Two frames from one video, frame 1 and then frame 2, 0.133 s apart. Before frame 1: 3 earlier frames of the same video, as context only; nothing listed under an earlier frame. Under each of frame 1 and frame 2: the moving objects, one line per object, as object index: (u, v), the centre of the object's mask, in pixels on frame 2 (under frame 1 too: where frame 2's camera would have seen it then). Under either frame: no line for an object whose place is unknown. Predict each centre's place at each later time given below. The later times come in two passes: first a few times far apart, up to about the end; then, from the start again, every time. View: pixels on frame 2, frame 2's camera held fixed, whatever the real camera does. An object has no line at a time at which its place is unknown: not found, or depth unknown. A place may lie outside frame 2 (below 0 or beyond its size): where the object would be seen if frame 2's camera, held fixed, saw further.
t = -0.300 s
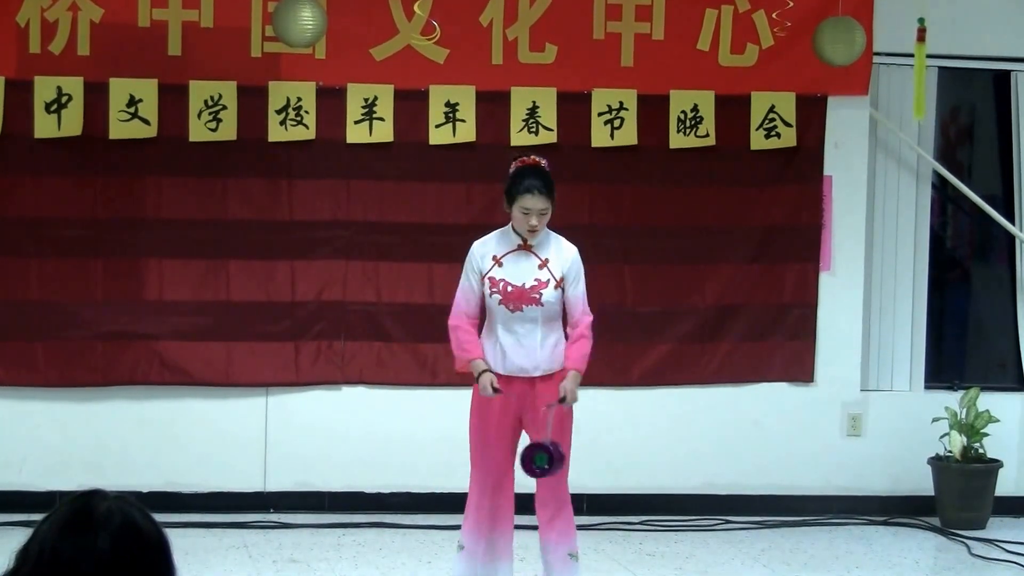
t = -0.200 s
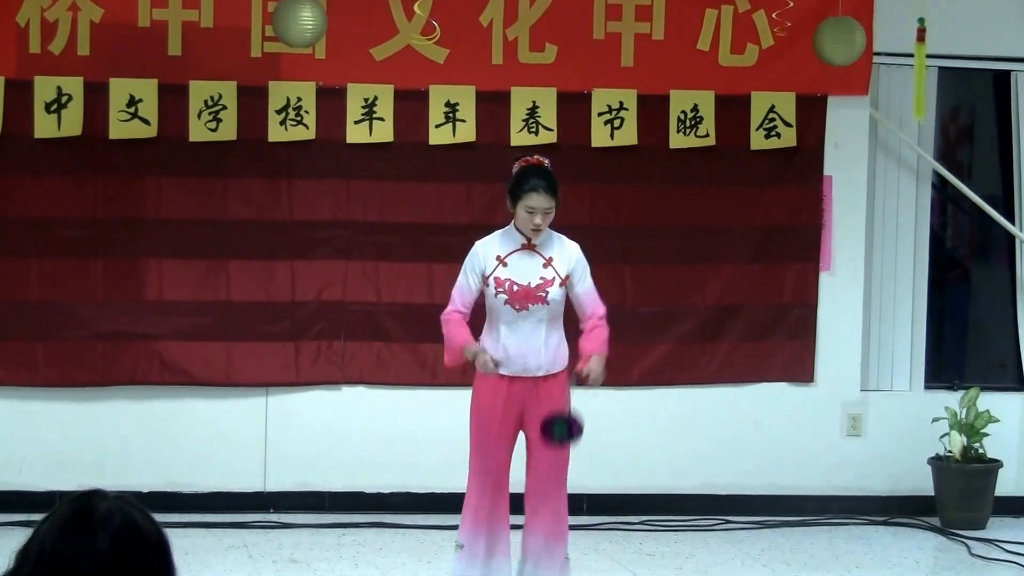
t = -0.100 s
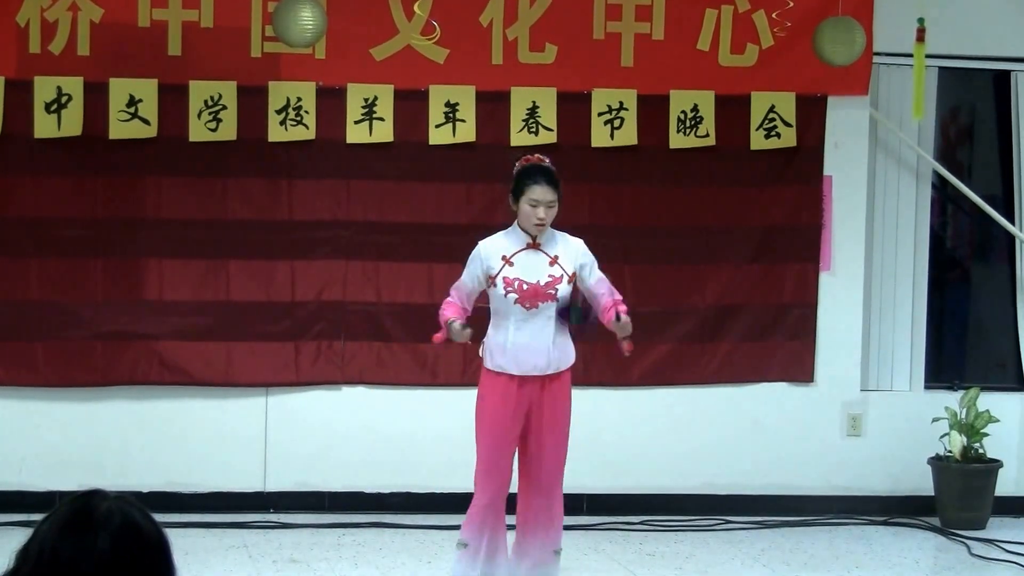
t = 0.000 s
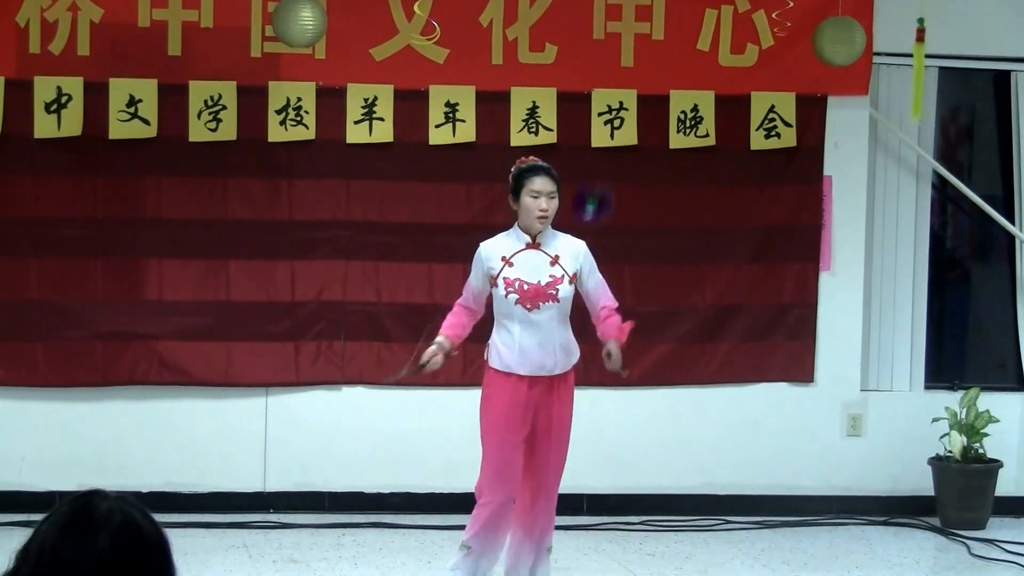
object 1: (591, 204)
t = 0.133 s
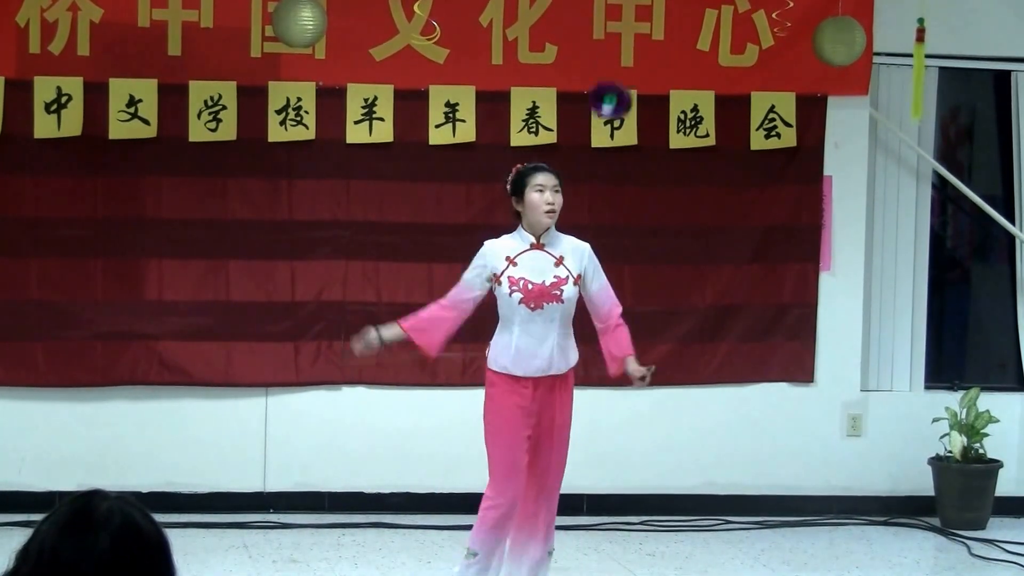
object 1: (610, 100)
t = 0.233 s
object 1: (623, 56)
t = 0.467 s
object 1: (649, 67)
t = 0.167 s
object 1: (614, 83)
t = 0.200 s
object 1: (618, 68)
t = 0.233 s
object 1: (623, 56)
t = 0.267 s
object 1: (627, 48)
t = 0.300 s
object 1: (631, 43)
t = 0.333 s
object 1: (635, 41)
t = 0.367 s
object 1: (638, 42)
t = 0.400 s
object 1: (642, 47)
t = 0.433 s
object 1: (645, 55)
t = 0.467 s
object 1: (649, 67)
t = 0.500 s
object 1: (652, 82)
